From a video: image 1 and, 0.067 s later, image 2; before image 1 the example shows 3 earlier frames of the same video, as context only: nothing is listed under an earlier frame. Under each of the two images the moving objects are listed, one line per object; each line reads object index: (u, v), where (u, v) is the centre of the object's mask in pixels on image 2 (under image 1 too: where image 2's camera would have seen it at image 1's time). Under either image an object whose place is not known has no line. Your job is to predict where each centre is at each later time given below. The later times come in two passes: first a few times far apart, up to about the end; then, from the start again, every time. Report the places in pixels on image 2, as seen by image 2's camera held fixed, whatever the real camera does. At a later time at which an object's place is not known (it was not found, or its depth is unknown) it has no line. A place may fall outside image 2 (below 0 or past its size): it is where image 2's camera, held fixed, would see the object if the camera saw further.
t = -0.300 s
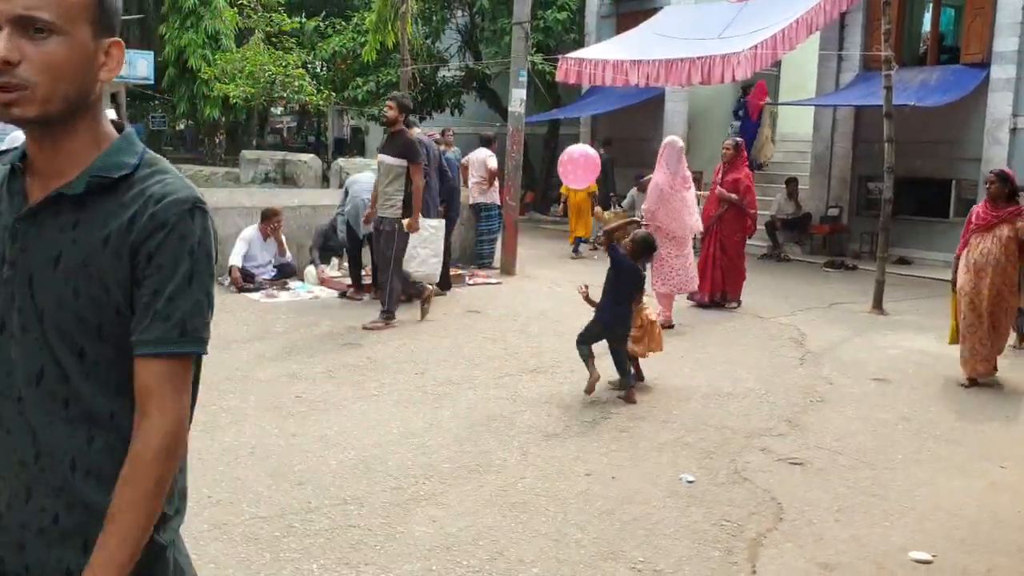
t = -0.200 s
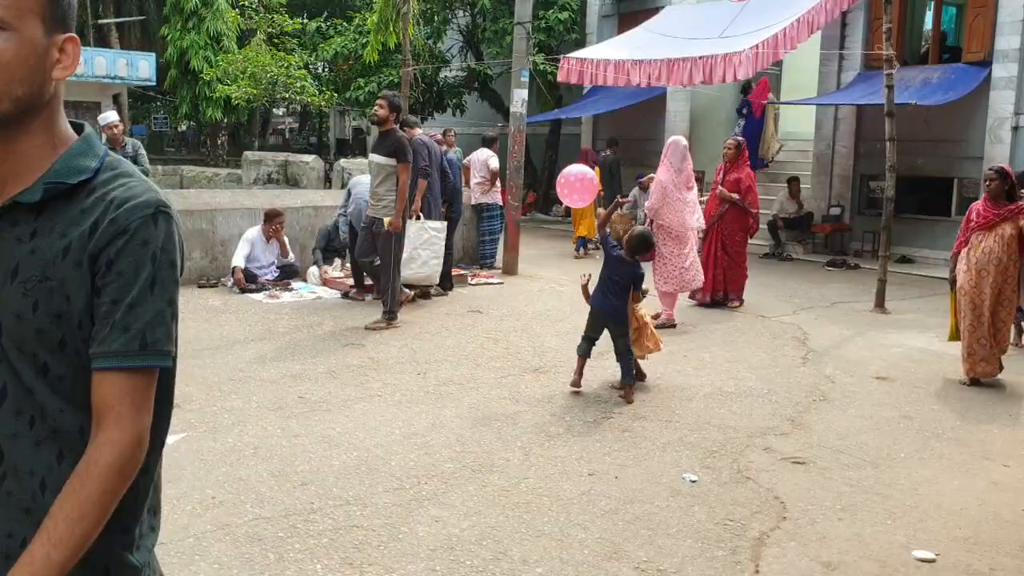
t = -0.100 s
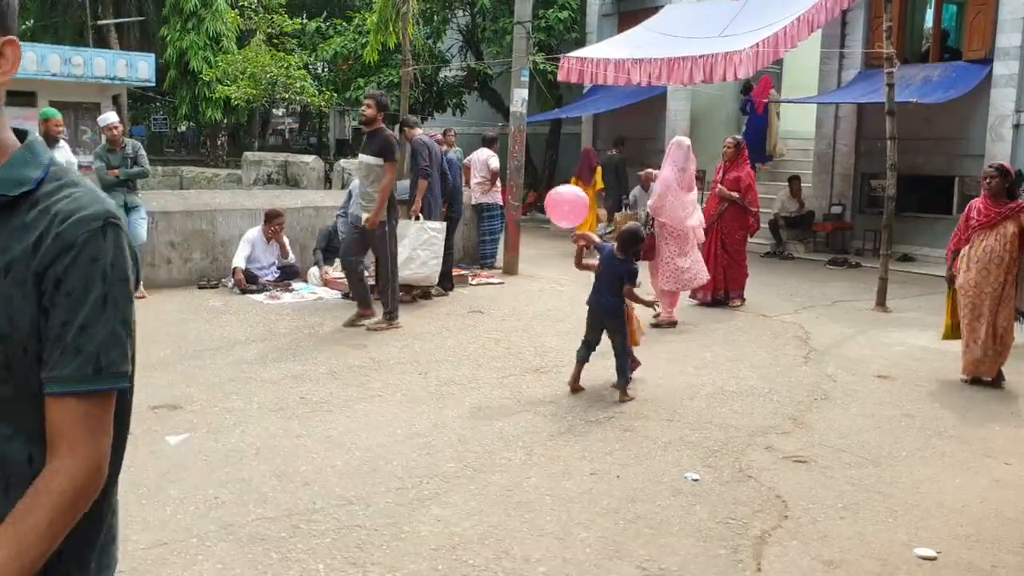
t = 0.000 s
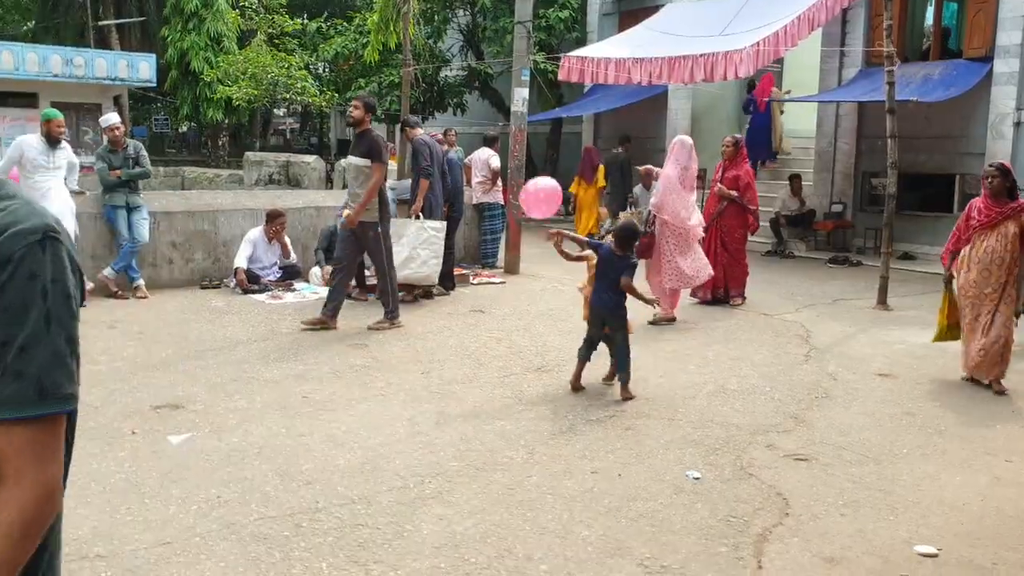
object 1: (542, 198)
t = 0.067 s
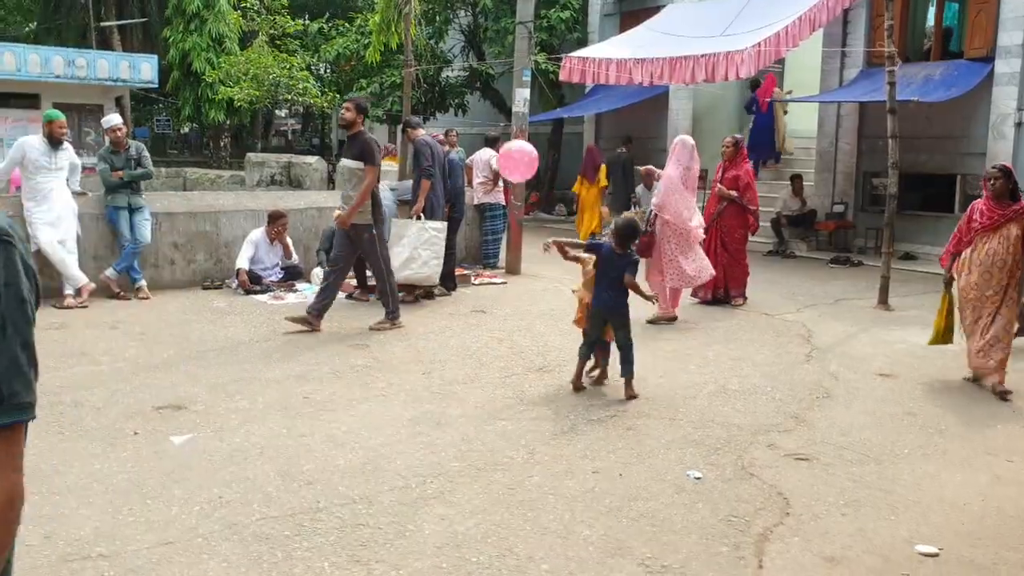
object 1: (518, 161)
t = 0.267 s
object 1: (472, 73)
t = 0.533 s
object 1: (460, 14)
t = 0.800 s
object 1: (466, 1)
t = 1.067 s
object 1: (472, -5)
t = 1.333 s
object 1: (470, 4)
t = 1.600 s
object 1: (463, 29)
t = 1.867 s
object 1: (453, 64)
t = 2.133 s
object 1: (444, 106)
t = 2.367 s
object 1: (440, 145)
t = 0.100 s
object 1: (506, 144)
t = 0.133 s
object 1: (496, 127)
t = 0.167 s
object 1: (488, 113)
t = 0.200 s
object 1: (481, 98)
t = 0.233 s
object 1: (476, 85)
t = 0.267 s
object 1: (472, 73)
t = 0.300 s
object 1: (467, 62)
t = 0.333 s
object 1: (465, 52)
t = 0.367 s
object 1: (463, 44)
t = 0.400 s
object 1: (461, 36)
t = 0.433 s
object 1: (460, 28)
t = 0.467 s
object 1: (460, 22)
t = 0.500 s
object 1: (460, 17)
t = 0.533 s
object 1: (460, 14)
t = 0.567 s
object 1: (460, 11)
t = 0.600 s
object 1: (461, 9)
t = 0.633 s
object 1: (462, 7)
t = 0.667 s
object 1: (463, 5)
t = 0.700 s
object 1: (464, 4)
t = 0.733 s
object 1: (466, 3)
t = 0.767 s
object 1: (466, 2)
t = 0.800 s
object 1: (466, 1)
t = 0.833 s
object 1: (467, 1)
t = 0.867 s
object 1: (467, 0)
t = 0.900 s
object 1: (468, -1)
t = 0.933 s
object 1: (469, -1)
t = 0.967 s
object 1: (470, -2)
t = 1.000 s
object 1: (470, -3)
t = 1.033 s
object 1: (471, -4)
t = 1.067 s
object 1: (472, -5)
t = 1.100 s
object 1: (472, -6)
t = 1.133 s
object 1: (472, -7)
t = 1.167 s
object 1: (472, -7)
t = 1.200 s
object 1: (472, -6)
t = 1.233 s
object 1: (472, -4)
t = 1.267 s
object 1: (471, -1)
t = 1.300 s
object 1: (471, 1)
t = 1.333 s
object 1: (470, 4)
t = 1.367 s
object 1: (470, 7)
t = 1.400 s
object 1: (469, 10)
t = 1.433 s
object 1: (468, 12)
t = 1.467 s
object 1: (467, 16)
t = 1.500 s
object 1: (466, 19)
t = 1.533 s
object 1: (465, 22)
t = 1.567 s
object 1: (464, 26)
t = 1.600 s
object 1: (463, 29)
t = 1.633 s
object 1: (462, 33)
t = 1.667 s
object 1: (460, 37)
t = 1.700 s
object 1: (459, 41)
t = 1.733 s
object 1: (458, 45)
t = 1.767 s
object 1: (456, 50)
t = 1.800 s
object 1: (455, 54)
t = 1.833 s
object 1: (454, 59)
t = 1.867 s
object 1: (453, 64)
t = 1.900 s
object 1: (451, 69)
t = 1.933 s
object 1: (450, 74)
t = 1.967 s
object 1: (449, 79)
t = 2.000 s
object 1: (448, 84)
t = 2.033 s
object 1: (447, 89)
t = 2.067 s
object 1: (446, 95)
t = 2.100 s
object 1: (445, 101)
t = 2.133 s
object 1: (444, 106)
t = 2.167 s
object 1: (443, 111)
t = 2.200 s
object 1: (442, 117)
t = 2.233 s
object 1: (442, 122)
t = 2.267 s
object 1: (442, 128)
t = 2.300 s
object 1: (441, 134)
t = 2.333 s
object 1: (441, 139)
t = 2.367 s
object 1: (440, 145)
